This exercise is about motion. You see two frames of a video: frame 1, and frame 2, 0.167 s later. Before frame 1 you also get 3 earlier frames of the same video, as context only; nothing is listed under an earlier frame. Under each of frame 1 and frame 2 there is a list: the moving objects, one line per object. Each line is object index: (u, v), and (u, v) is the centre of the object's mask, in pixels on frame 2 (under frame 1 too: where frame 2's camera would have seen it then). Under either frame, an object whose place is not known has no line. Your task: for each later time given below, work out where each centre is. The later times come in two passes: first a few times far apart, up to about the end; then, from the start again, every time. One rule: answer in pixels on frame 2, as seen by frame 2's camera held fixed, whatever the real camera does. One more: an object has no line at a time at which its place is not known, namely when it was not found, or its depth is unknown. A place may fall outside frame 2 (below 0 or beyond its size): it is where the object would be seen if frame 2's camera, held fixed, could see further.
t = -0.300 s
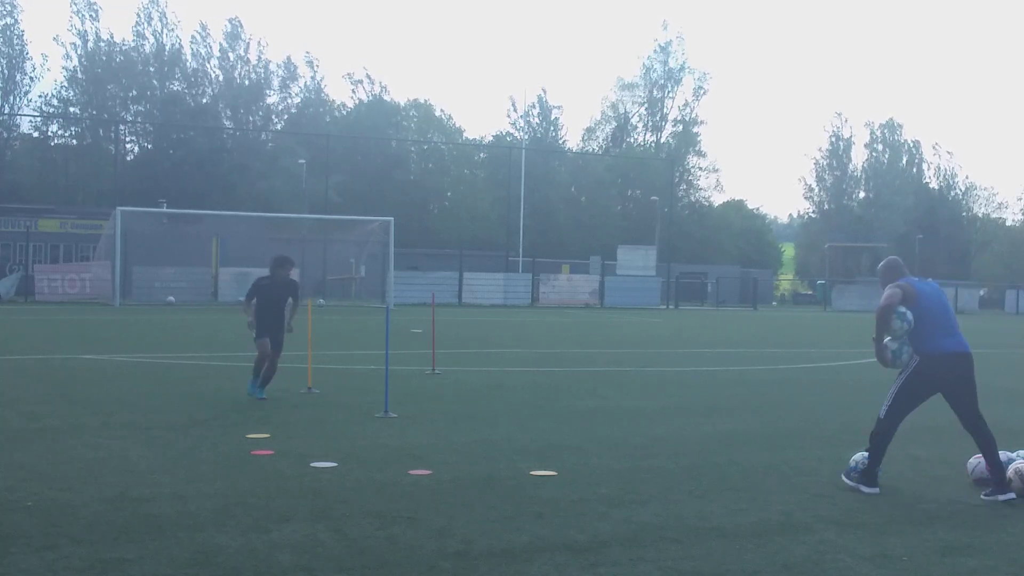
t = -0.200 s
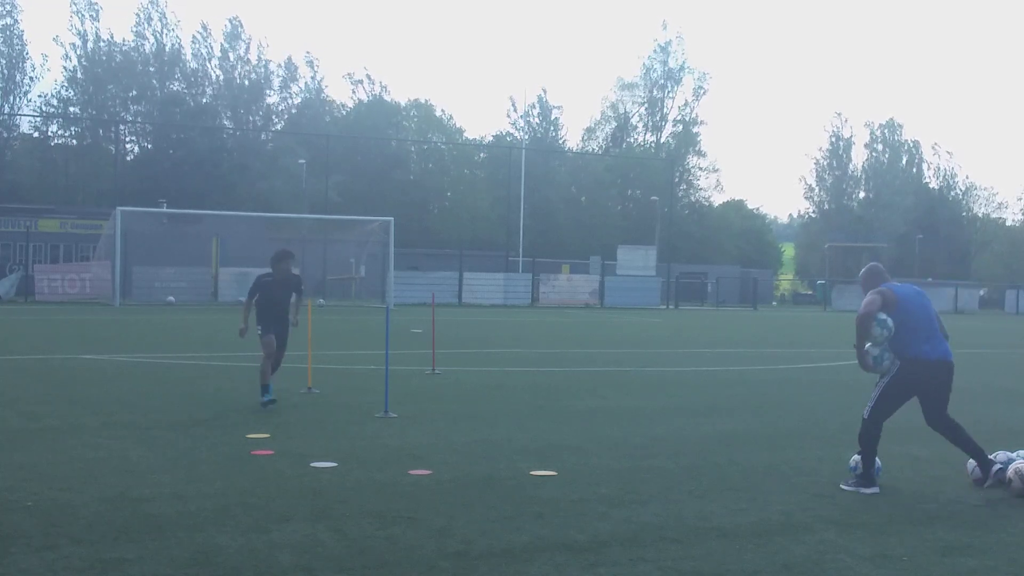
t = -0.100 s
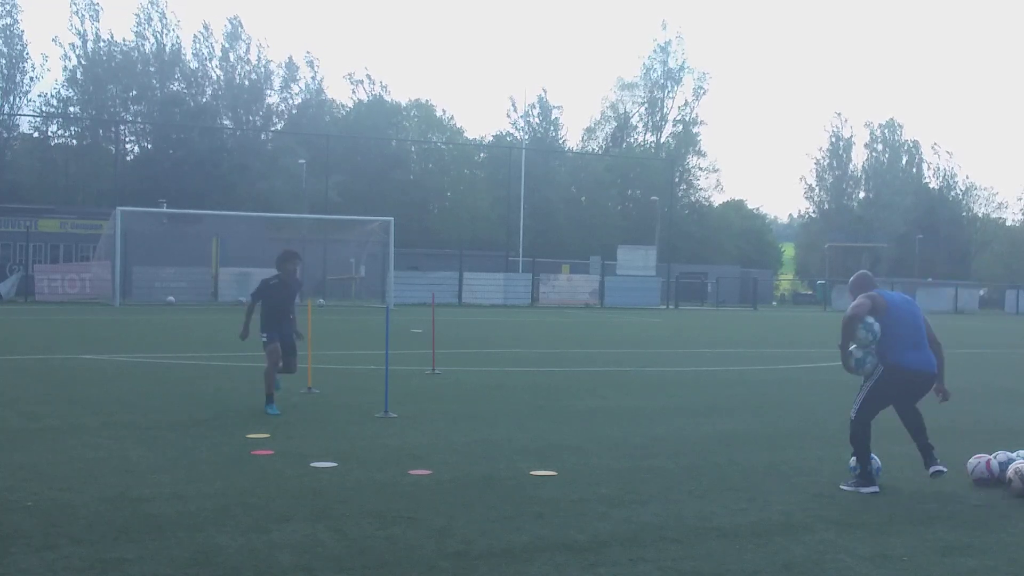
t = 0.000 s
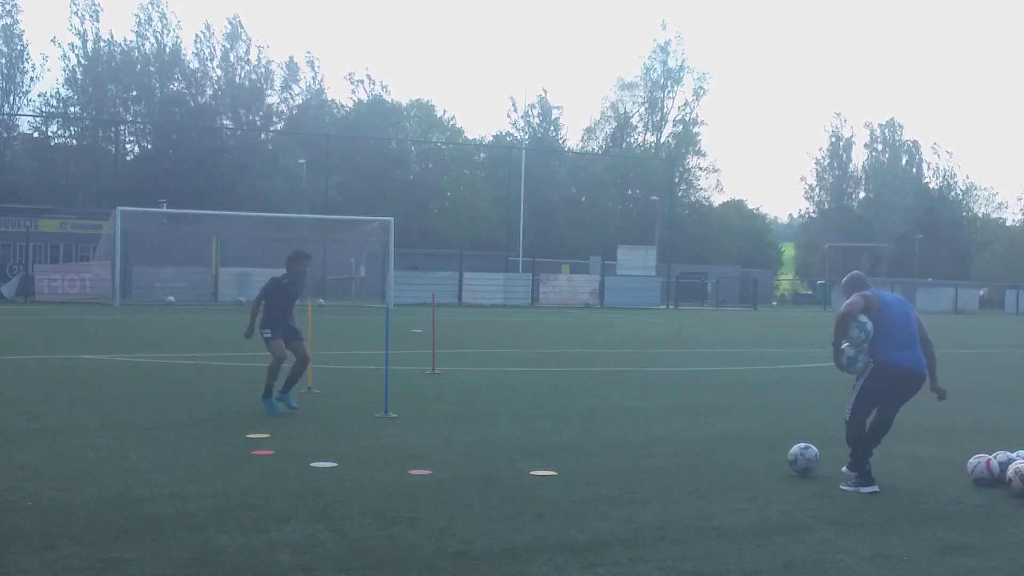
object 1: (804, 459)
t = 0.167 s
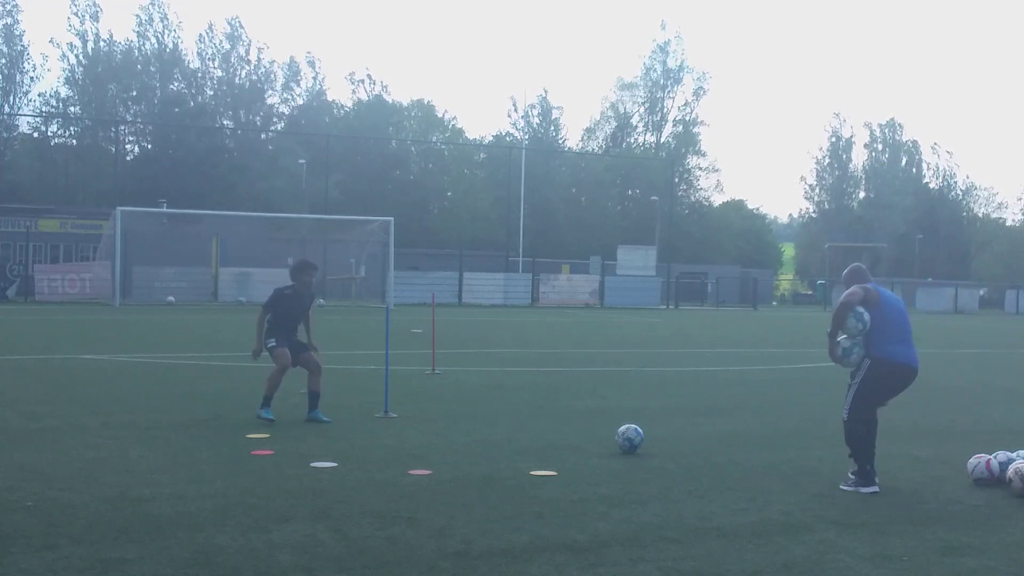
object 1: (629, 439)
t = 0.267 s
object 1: (547, 429)
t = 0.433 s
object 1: (434, 417)
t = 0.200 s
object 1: (600, 436)
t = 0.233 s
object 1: (573, 432)
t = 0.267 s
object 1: (547, 429)
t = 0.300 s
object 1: (522, 426)
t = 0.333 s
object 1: (499, 423)
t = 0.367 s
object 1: (477, 420)
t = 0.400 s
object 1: (455, 418)
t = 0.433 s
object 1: (434, 417)
